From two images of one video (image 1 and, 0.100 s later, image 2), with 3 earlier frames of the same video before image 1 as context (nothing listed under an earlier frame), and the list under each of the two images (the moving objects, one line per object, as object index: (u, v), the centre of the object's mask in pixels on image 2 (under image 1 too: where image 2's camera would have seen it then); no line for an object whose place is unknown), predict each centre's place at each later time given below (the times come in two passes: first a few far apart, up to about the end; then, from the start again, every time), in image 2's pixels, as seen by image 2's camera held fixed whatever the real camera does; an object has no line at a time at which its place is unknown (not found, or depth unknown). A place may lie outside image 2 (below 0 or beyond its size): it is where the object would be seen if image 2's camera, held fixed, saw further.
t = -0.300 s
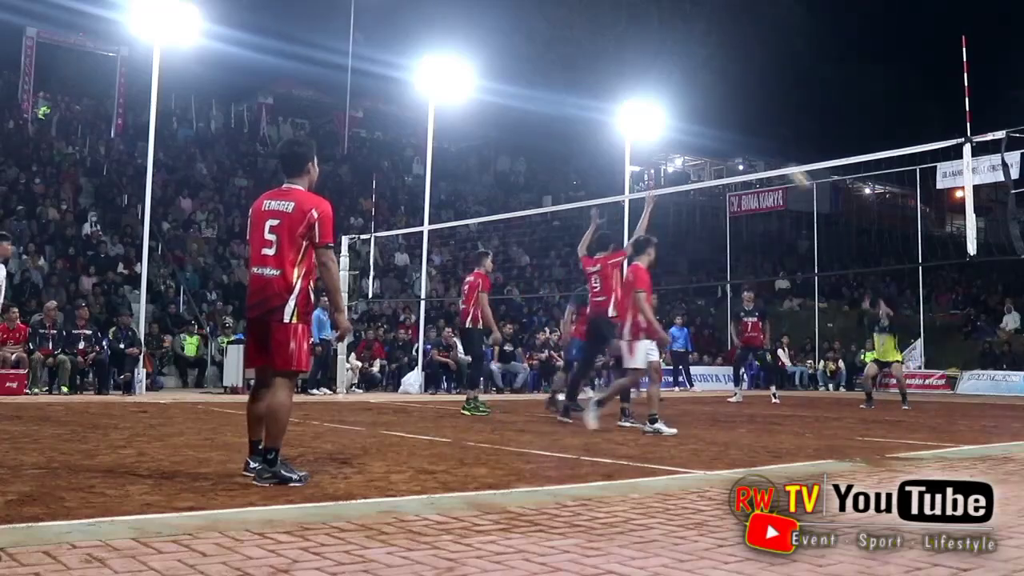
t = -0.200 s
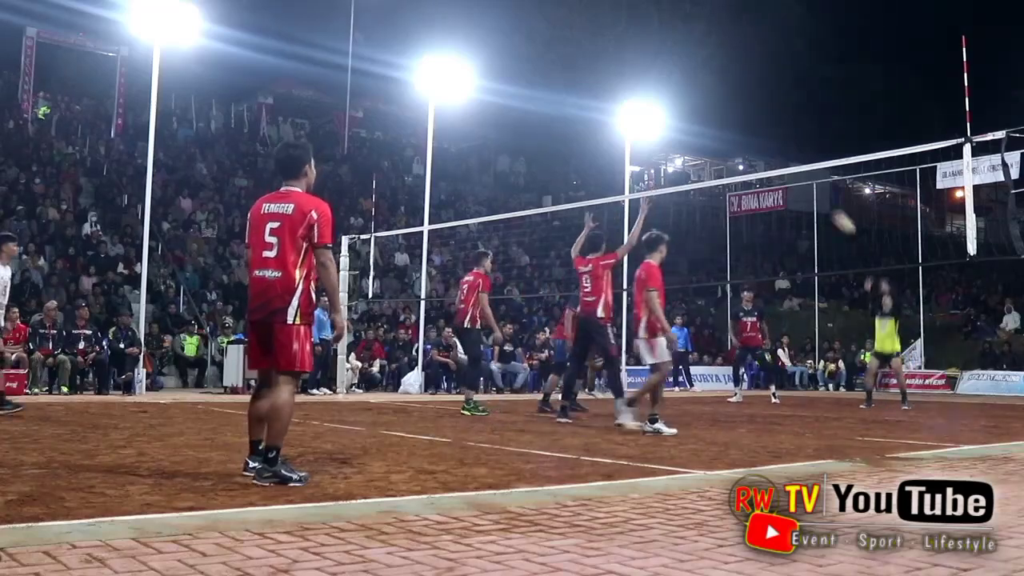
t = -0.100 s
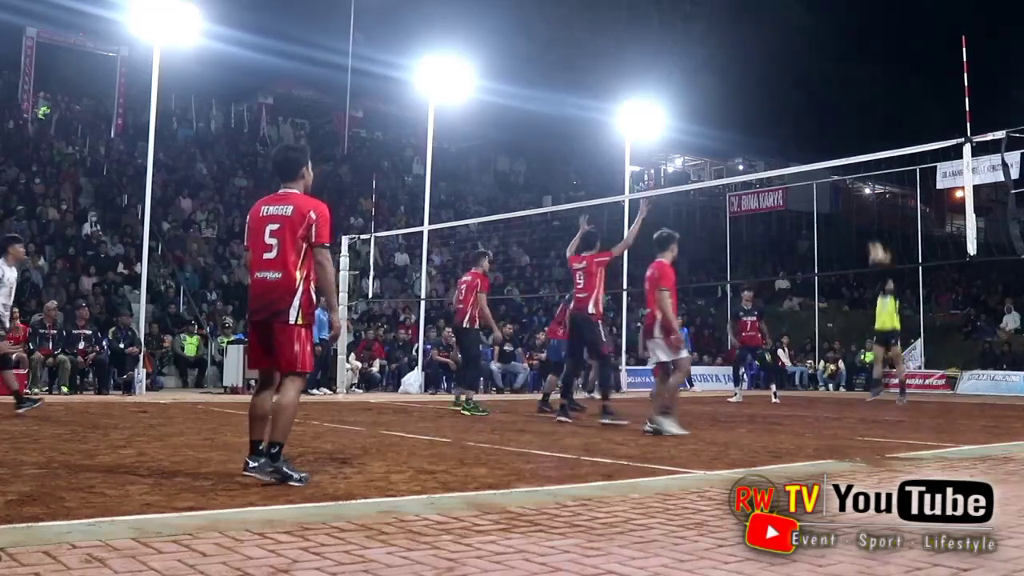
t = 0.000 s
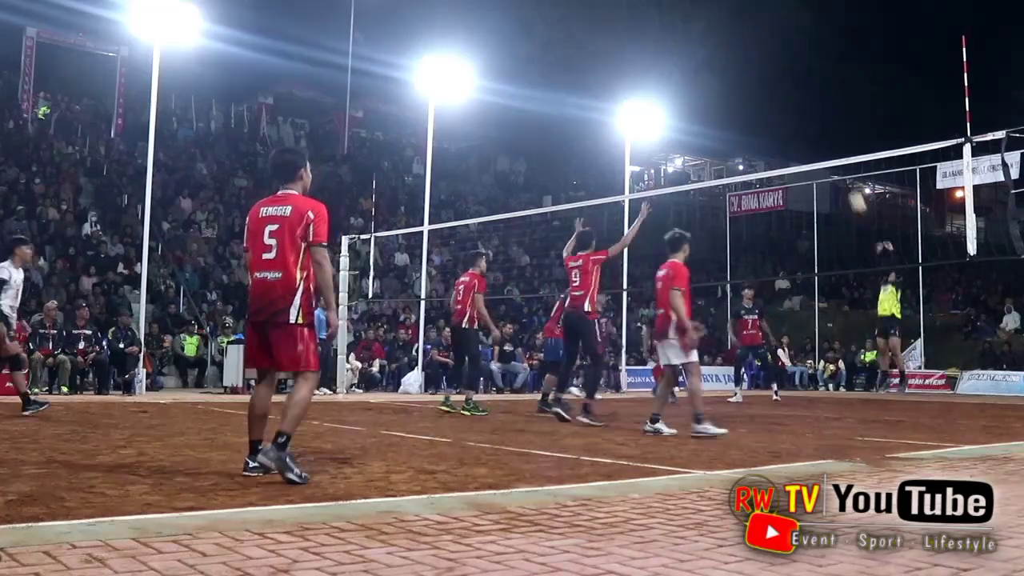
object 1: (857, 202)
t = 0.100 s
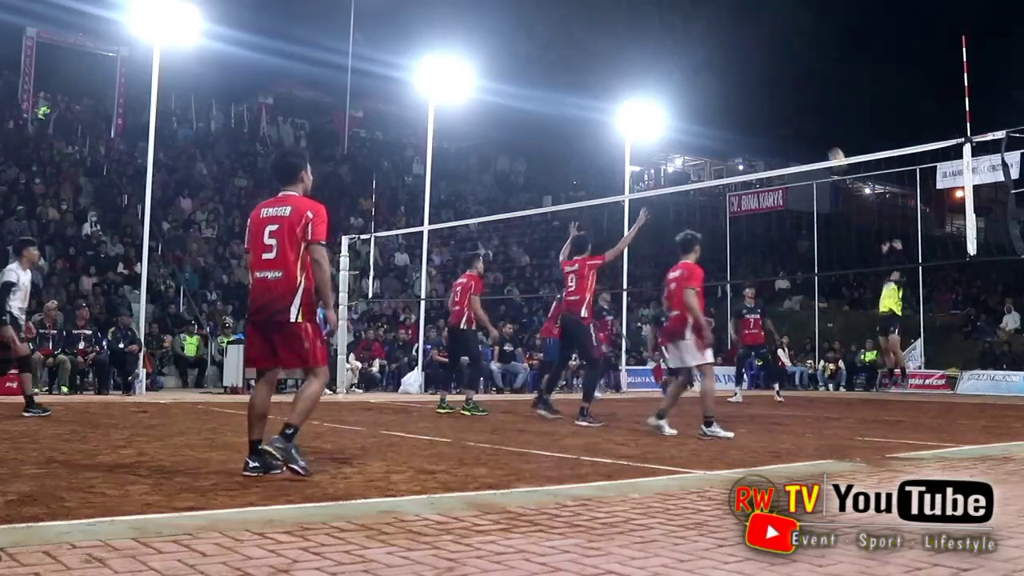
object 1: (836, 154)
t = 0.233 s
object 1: (811, 112)
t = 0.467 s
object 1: (766, 56)
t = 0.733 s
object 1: (714, 39)
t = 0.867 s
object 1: (687, 49)
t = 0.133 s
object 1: (830, 146)
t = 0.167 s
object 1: (824, 134)
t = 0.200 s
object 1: (818, 122)
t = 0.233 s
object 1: (811, 112)
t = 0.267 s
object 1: (805, 101)
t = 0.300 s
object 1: (798, 92)
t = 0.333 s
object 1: (792, 84)
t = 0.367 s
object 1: (786, 76)
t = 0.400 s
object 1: (779, 69)
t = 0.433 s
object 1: (773, 62)
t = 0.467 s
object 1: (766, 56)
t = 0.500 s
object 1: (759, 51)
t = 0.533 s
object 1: (753, 47)
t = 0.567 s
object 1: (747, 44)
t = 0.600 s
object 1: (741, 42)
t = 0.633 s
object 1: (734, 40)
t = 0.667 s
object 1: (727, 39)
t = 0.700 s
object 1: (720, 39)
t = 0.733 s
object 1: (714, 39)
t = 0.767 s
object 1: (707, 40)
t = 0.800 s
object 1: (701, 43)
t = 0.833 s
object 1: (694, 46)
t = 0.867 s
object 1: (687, 49)
